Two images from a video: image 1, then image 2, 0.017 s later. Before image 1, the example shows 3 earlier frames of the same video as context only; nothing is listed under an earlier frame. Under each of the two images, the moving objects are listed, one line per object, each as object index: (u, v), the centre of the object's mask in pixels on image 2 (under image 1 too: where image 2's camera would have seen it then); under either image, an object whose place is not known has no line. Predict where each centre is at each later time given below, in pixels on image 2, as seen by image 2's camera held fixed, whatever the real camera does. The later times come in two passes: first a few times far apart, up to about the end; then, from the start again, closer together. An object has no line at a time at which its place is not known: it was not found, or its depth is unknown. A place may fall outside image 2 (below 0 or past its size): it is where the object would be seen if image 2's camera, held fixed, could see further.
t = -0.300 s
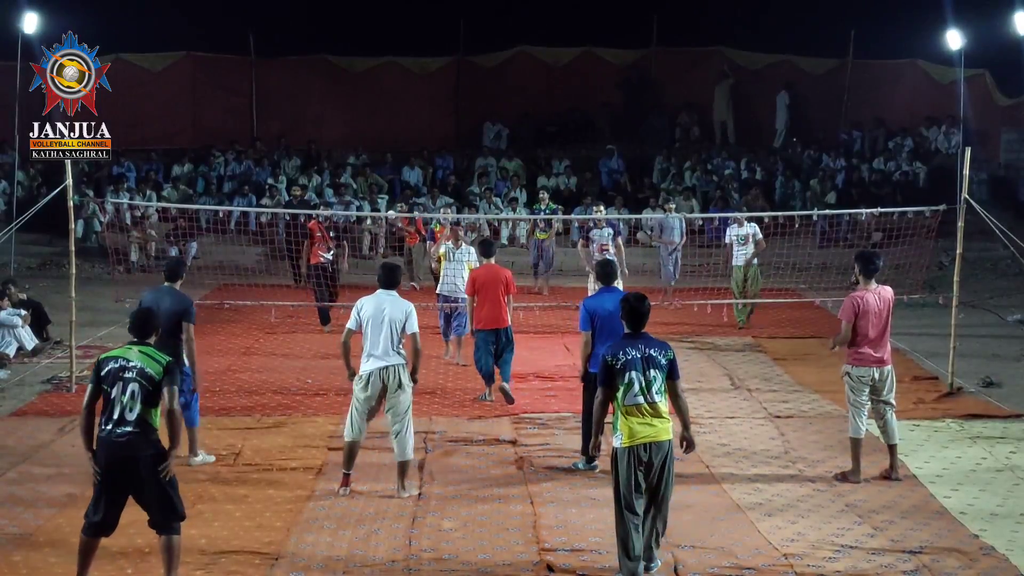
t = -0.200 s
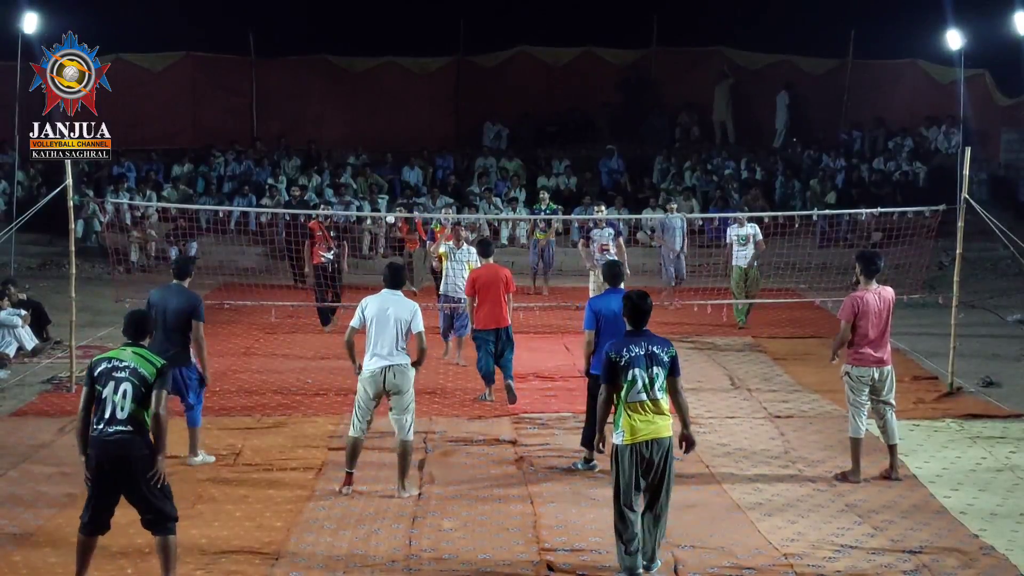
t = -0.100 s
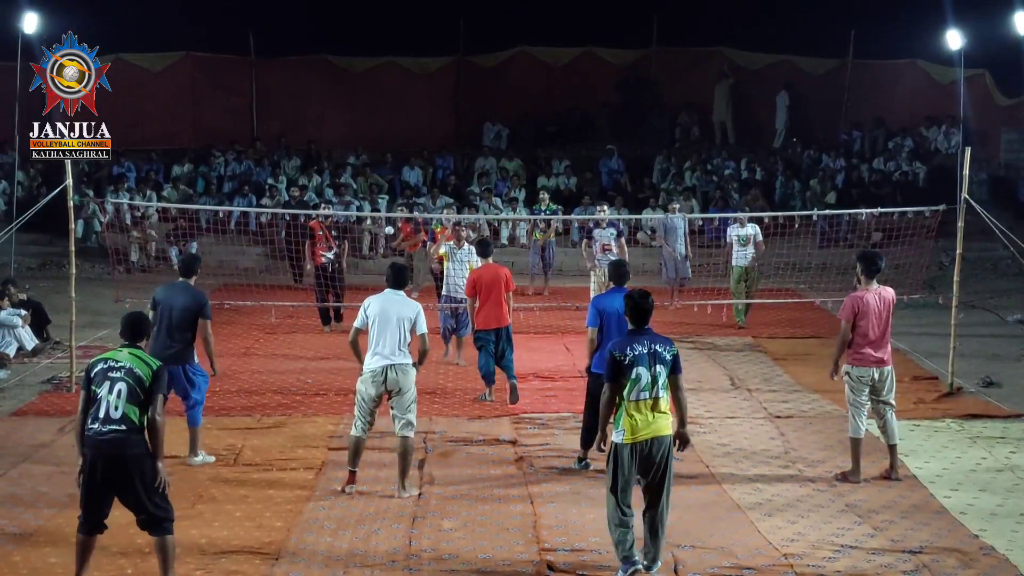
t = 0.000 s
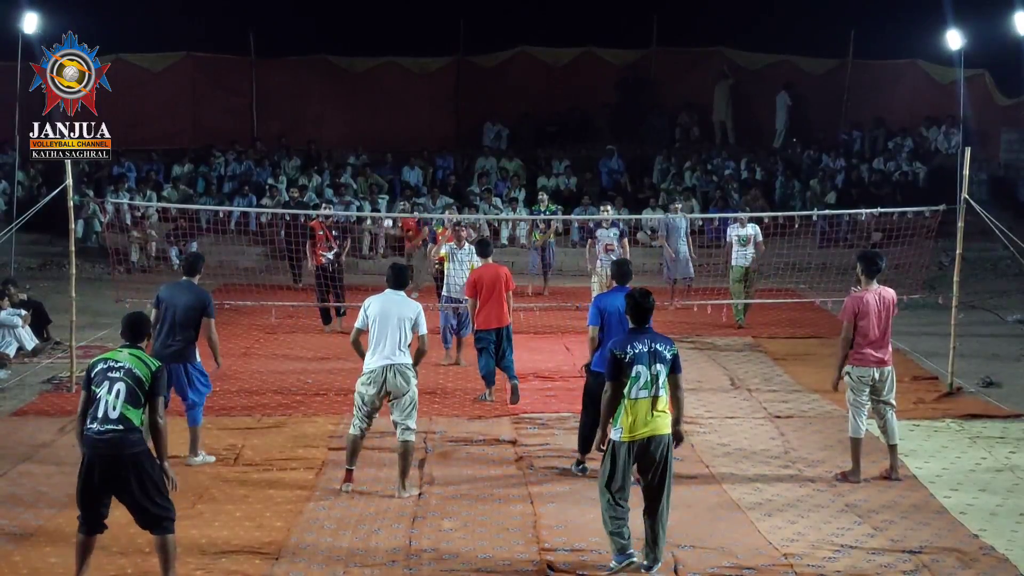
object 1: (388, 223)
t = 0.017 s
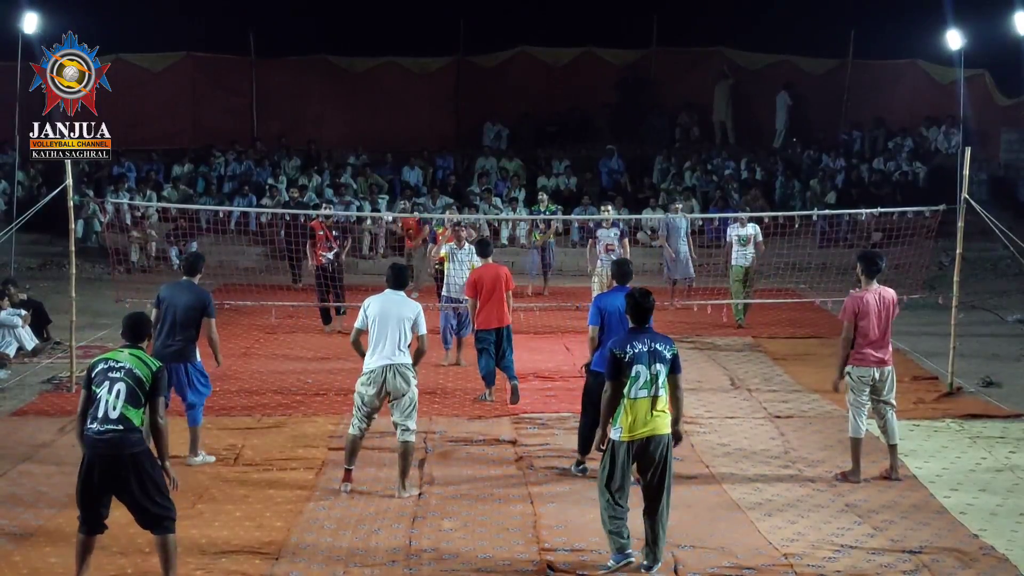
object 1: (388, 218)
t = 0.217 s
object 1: (382, 145)
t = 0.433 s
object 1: (373, 80)
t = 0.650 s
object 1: (362, 41)
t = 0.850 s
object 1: (348, 41)
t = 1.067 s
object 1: (324, 95)
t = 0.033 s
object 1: (387, 209)
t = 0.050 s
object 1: (387, 204)
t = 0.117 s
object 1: (385, 180)
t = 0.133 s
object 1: (384, 174)
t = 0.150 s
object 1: (384, 168)
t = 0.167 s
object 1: (383, 162)
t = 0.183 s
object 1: (383, 156)
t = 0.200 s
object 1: (382, 150)
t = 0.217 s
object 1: (382, 145)
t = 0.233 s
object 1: (381, 139)
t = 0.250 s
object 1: (381, 133)
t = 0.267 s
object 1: (380, 128)
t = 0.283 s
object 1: (379, 123)
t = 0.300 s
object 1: (378, 117)
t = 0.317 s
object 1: (378, 113)
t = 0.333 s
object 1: (377, 108)
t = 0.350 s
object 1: (377, 103)
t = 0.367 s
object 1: (376, 98)
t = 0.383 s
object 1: (375, 93)
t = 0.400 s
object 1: (375, 88)
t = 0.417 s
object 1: (374, 84)
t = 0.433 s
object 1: (373, 80)
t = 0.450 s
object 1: (373, 75)
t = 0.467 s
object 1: (372, 72)
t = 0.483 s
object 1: (371, 68)
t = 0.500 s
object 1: (370, 64)
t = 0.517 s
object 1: (370, 61)
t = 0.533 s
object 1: (369, 58)
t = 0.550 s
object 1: (368, 54)
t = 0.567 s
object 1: (367, 52)
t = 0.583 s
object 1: (366, 49)
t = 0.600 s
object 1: (365, 47)
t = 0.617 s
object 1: (364, 44)
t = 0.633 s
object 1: (363, 42)
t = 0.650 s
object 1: (362, 41)
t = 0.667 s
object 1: (361, 39)
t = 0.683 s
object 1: (360, 38)
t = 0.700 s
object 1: (359, 37)
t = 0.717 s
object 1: (358, 36)
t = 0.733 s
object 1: (357, 36)
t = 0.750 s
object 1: (355, 36)
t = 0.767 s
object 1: (354, 36)
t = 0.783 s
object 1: (353, 36)
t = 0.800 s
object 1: (352, 37)
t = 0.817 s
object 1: (351, 38)
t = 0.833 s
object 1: (349, 39)
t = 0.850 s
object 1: (348, 41)
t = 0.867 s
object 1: (347, 42)
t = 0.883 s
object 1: (345, 45)
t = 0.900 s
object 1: (343, 47)
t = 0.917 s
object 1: (342, 50)
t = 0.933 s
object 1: (340, 53)
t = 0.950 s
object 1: (338, 57)
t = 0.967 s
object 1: (336, 61)
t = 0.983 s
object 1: (335, 66)
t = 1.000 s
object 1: (333, 70)
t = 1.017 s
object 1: (331, 76)
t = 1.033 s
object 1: (329, 82)
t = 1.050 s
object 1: (327, 89)
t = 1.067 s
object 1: (324, 95)
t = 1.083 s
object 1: (322, 103)
